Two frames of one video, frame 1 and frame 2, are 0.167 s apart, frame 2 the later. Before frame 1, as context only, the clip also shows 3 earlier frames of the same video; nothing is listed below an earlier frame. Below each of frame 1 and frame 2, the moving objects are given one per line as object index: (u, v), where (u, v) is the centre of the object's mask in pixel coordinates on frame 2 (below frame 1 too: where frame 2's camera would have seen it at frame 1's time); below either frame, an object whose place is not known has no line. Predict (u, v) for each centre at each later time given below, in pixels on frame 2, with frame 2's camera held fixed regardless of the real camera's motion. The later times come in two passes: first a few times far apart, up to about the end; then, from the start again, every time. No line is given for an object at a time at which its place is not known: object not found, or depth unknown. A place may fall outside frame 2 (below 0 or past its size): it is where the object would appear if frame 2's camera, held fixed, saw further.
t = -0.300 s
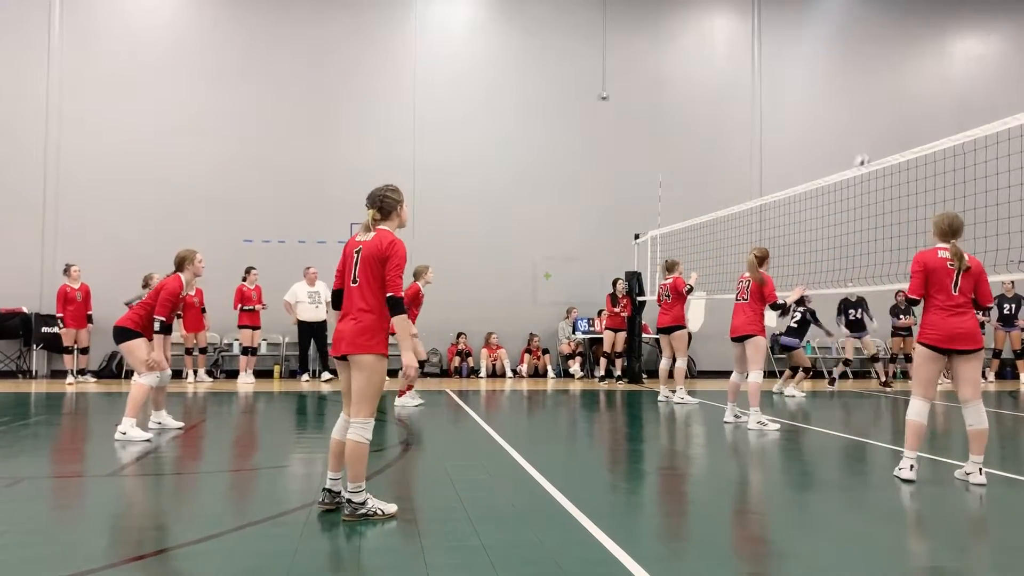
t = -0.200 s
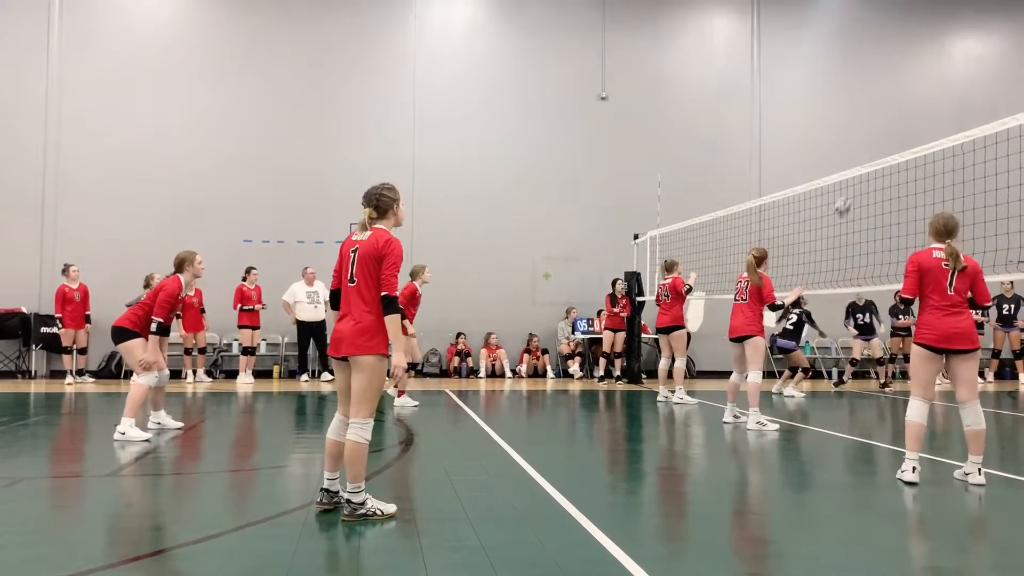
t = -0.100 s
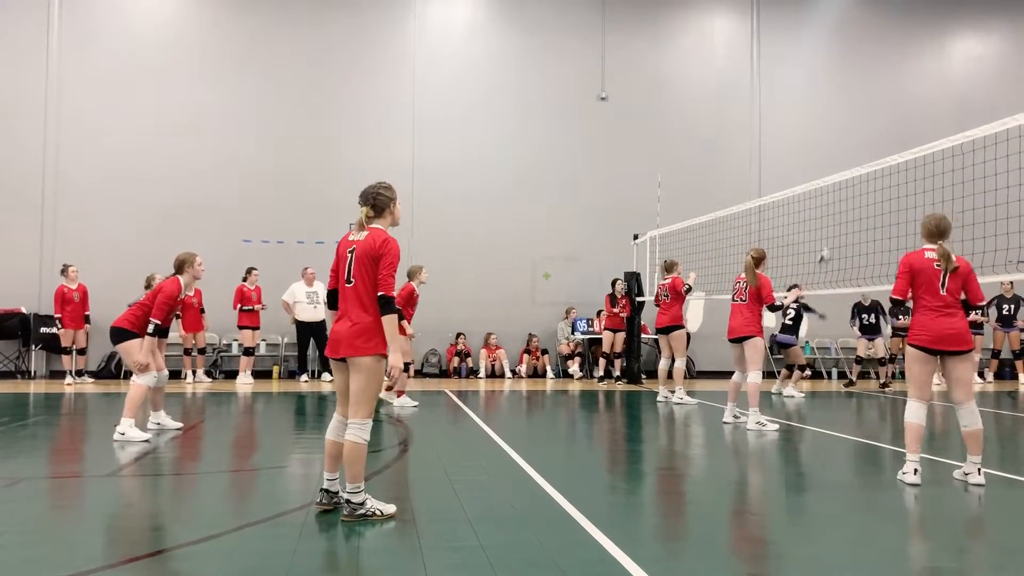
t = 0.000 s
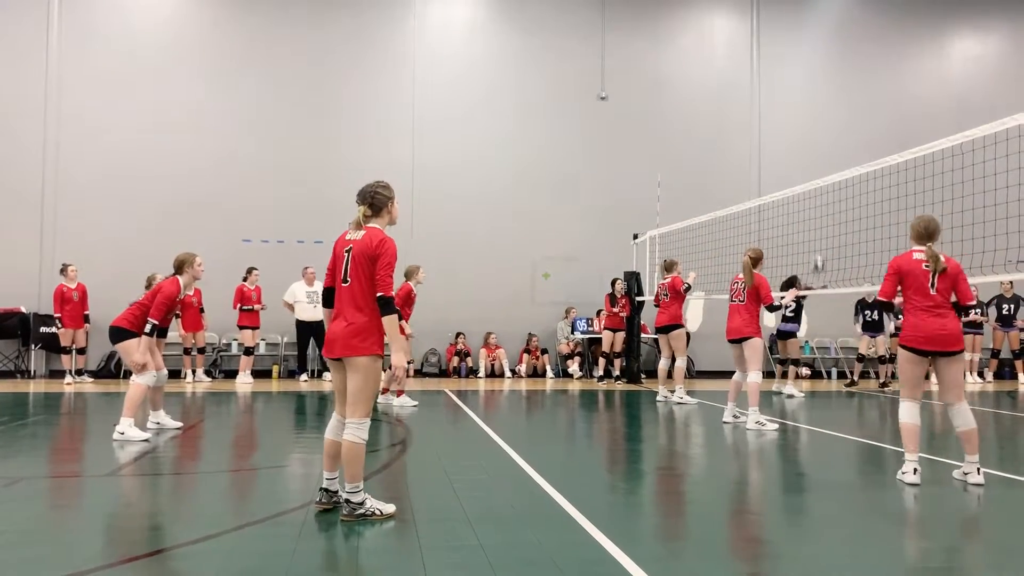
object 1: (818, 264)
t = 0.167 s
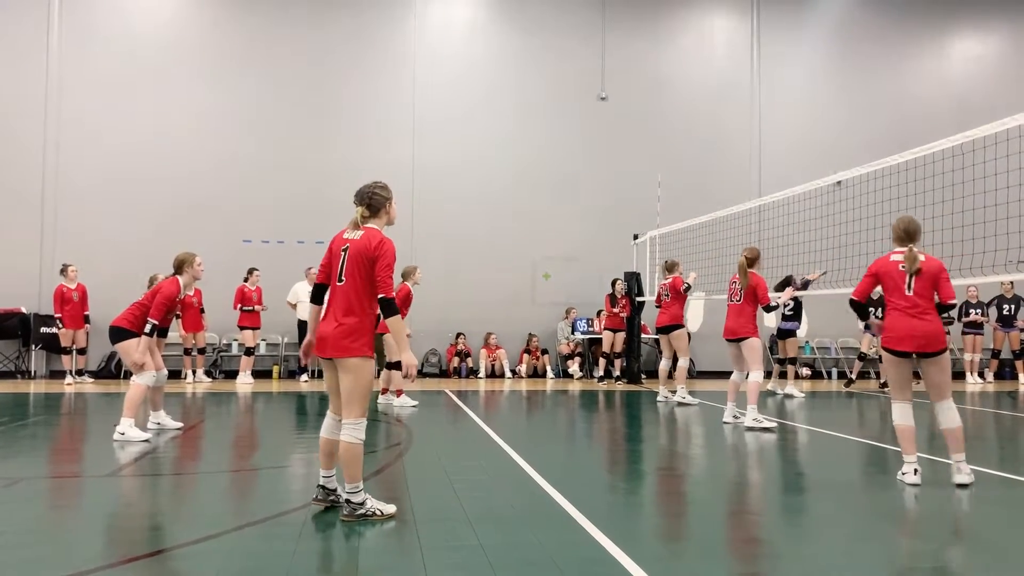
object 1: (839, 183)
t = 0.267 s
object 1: (846, 134)
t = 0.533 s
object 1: (879, 45)
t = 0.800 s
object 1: (917, 7)
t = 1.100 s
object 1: (965, 38)
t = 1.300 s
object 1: (1002, 111)
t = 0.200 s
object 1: (839, 161)
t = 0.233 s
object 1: (844, 146)
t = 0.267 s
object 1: (846, 134)
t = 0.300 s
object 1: (852, 120)
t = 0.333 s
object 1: (855, 107)
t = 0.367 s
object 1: (858, 95)
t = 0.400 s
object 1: (862, 83)
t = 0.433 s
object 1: (866, 74)
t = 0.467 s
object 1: (870, 63)
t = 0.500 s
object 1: (876, 53)
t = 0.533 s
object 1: (879, 45)
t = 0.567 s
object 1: (884, 37)
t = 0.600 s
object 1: (888, 31)
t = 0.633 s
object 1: (892, 24)
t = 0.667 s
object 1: (897, 19)
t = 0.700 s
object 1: (902, 15)
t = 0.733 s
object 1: (907, 11)
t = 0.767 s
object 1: (912, 9)
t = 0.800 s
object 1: (917, 7)
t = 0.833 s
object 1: (921, 7)
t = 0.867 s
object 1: (927, 7)
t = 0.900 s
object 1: (932, 7)
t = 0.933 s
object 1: (937, 10)
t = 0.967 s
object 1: (942, 12)
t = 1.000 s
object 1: (948, 17)
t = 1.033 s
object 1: (953, 23)
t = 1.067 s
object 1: (959, 30)
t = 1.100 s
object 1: (965, 38)
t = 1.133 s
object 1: (971, 48)
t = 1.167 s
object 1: (977, 59)
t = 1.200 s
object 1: (984, 71)
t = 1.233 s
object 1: (989, 82)
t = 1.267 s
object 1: (996, 98)
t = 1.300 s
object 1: (1002, 111)
